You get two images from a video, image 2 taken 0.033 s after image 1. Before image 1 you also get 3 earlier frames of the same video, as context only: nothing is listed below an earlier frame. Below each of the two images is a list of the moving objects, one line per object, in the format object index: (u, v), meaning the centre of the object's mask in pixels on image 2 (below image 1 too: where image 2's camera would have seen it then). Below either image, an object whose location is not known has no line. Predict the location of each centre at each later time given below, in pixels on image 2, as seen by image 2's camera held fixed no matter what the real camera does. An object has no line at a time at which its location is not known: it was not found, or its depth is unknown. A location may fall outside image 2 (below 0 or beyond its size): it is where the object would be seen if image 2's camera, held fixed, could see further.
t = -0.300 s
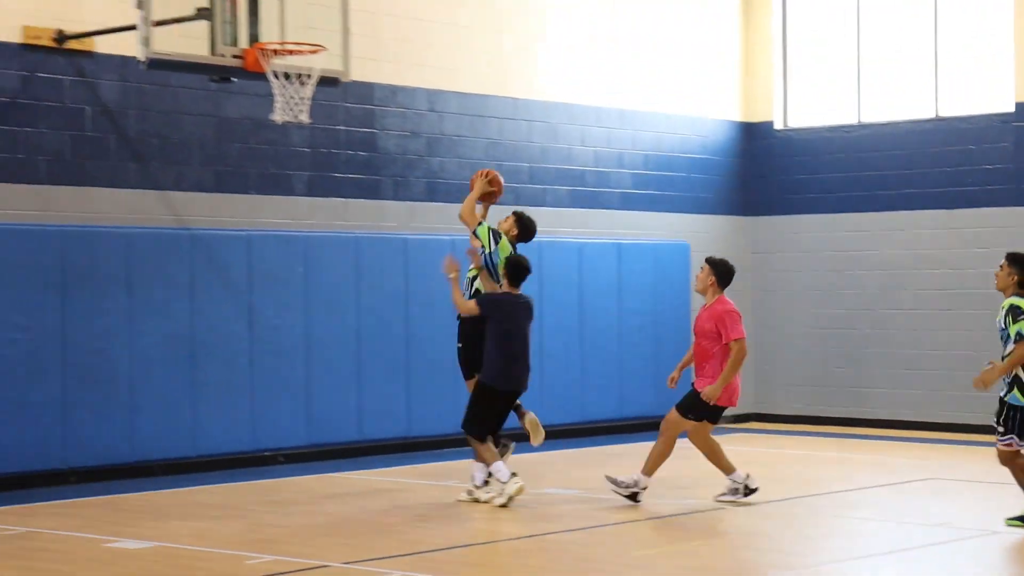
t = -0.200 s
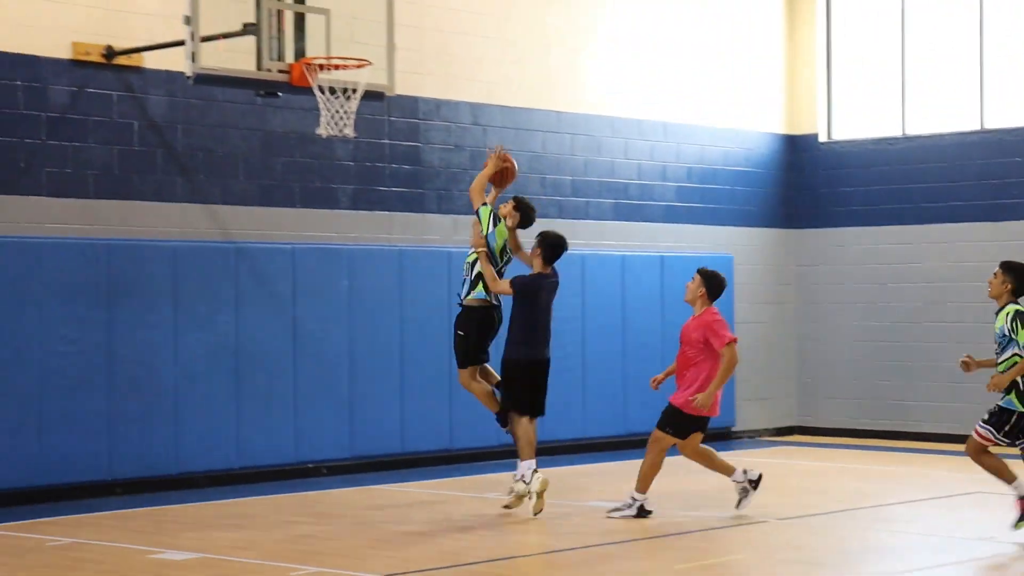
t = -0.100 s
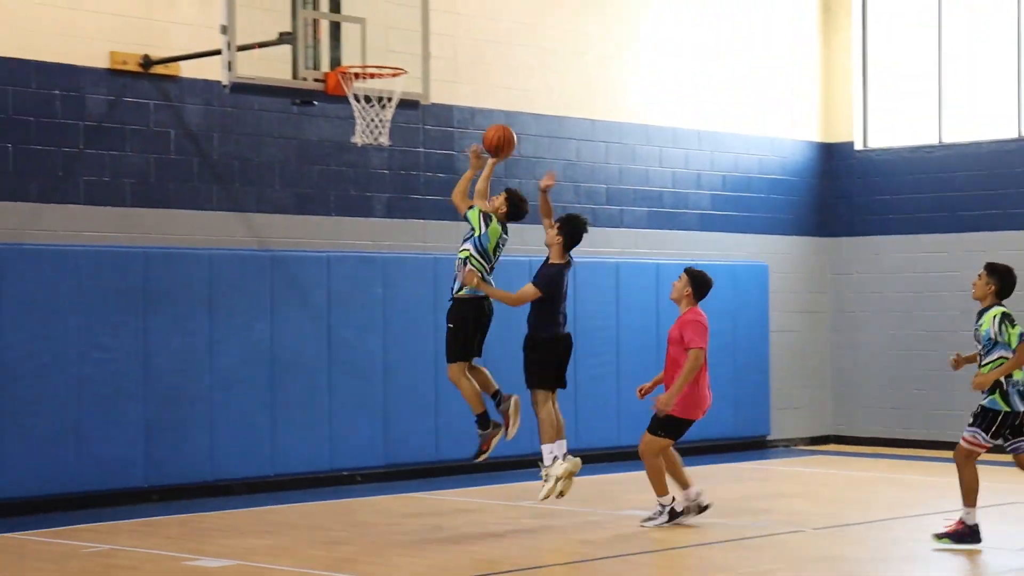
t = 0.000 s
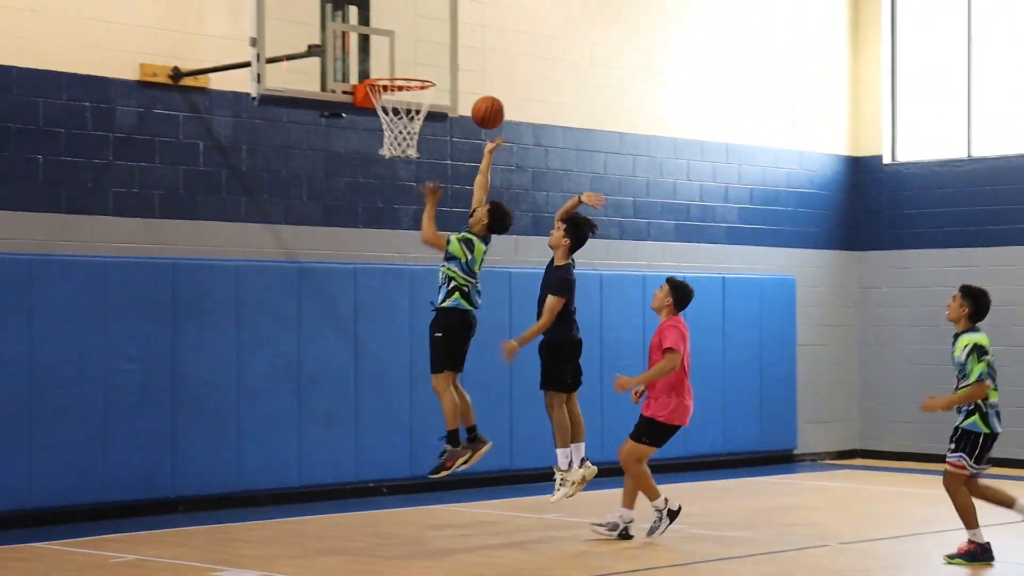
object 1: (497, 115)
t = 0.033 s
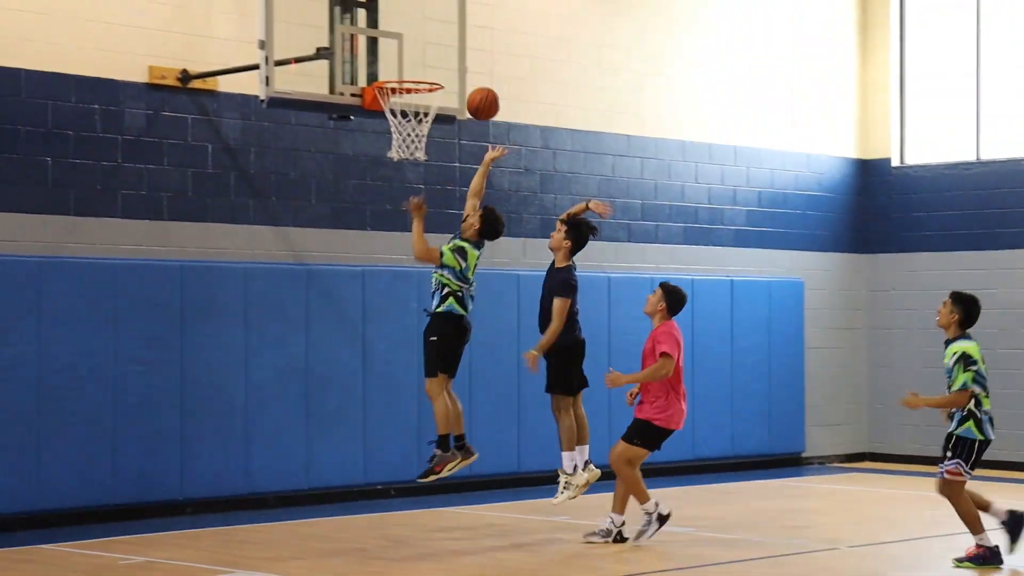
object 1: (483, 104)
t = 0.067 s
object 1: (469, 93)
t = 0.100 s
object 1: (456, 85)
